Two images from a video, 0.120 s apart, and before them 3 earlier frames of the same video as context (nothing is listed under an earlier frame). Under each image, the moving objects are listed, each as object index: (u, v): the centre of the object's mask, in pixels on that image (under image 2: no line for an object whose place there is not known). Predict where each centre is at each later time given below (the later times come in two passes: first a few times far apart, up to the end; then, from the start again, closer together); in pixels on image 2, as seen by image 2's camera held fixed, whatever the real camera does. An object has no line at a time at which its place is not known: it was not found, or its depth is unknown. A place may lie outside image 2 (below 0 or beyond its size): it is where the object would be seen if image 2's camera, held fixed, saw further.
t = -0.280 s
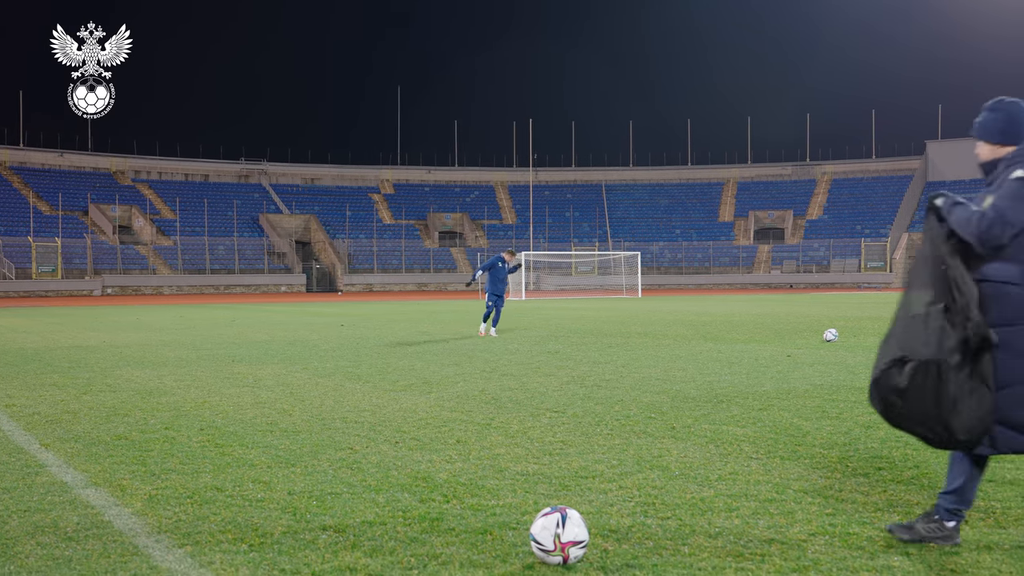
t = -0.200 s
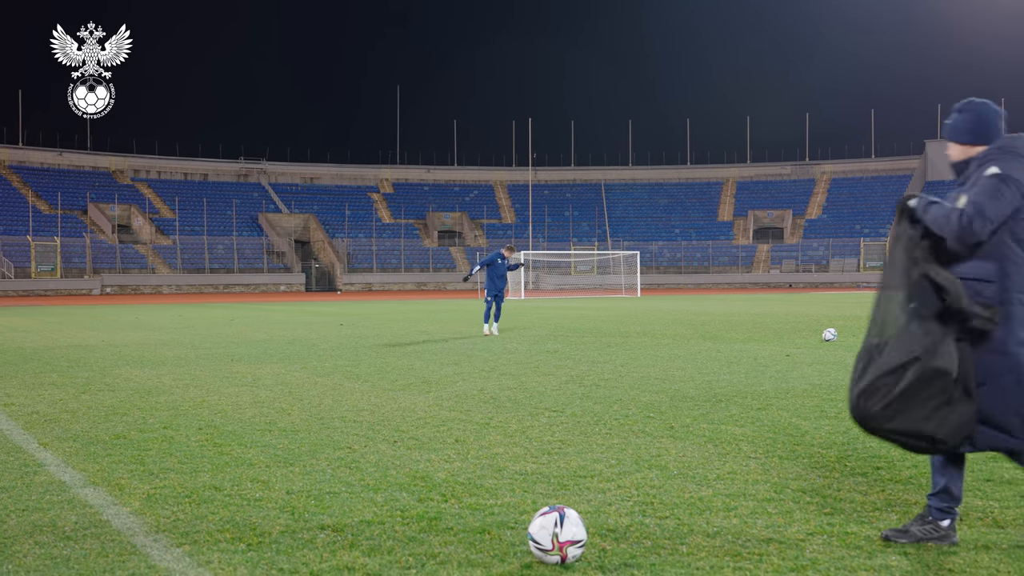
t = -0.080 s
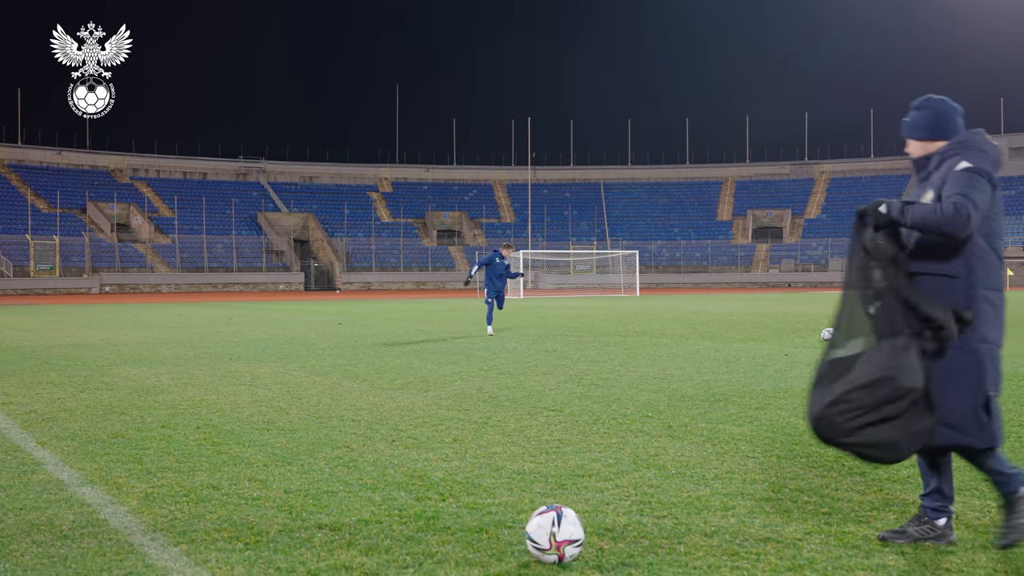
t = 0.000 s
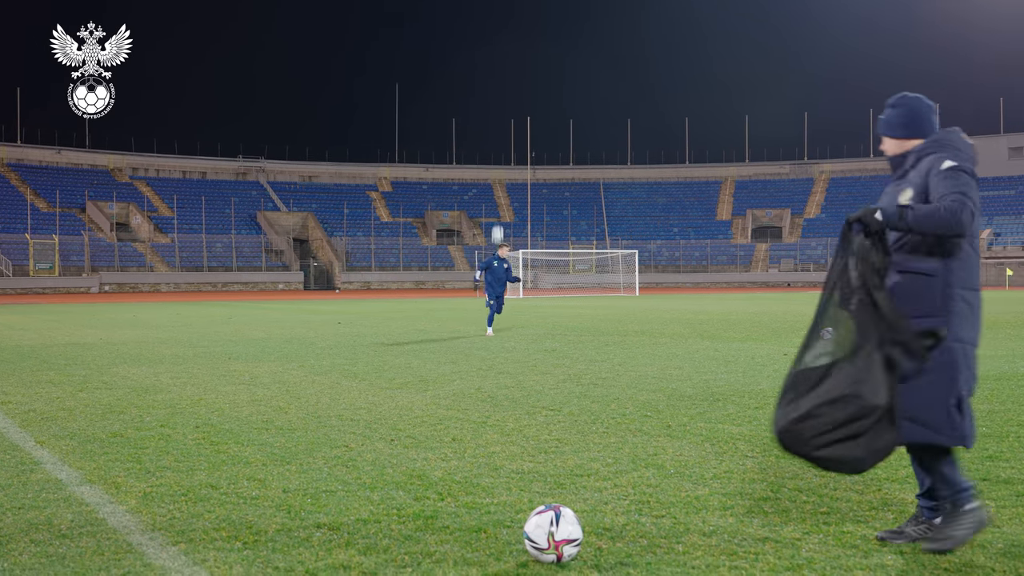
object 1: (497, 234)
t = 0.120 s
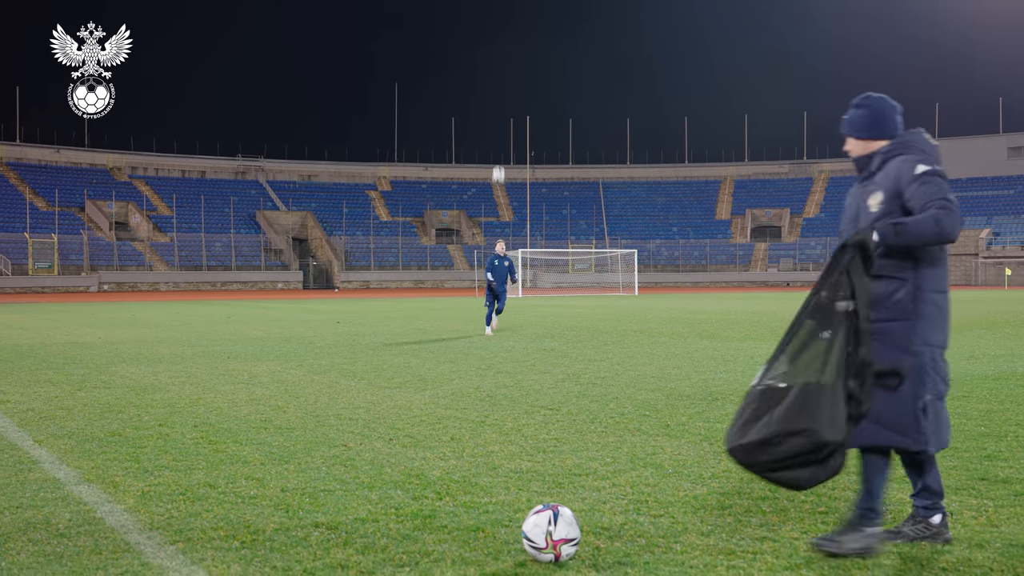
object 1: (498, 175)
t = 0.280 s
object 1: (499, 106)
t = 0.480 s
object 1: (500, 36)
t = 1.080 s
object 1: (505, -55)
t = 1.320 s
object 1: (508, -25)
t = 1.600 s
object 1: (511, 70)
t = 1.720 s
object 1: (510, 130)
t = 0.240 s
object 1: (499, 122)
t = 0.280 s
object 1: (499, 106)
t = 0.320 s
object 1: (499, 91)
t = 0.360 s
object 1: (500, 76)
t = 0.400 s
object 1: (500, 62)
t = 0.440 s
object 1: (500, 48)
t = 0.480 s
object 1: (500, 36)
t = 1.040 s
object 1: (504, -54)
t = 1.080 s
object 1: (505, -55)
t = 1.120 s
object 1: (505, -53)
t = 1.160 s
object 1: (506, -50)
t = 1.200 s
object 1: (507, -45)
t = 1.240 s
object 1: (507, -40)
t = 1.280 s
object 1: (508, -33)
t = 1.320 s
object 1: (508, -25)
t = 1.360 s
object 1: (509, -15)
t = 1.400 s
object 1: (509, -4)
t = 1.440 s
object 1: (510, 8)
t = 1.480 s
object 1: (510, 21)
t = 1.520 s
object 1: (510, 36)
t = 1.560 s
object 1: (510, 52)
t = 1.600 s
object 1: (511, 70)
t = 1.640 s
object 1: (510, 88)
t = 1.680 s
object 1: (511, 109)
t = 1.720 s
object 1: (510, 130)
